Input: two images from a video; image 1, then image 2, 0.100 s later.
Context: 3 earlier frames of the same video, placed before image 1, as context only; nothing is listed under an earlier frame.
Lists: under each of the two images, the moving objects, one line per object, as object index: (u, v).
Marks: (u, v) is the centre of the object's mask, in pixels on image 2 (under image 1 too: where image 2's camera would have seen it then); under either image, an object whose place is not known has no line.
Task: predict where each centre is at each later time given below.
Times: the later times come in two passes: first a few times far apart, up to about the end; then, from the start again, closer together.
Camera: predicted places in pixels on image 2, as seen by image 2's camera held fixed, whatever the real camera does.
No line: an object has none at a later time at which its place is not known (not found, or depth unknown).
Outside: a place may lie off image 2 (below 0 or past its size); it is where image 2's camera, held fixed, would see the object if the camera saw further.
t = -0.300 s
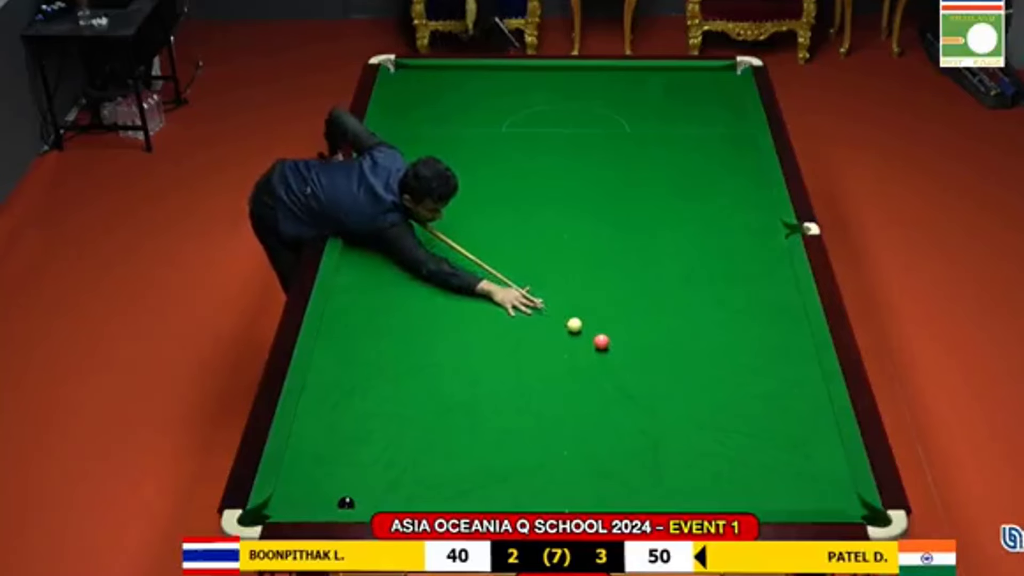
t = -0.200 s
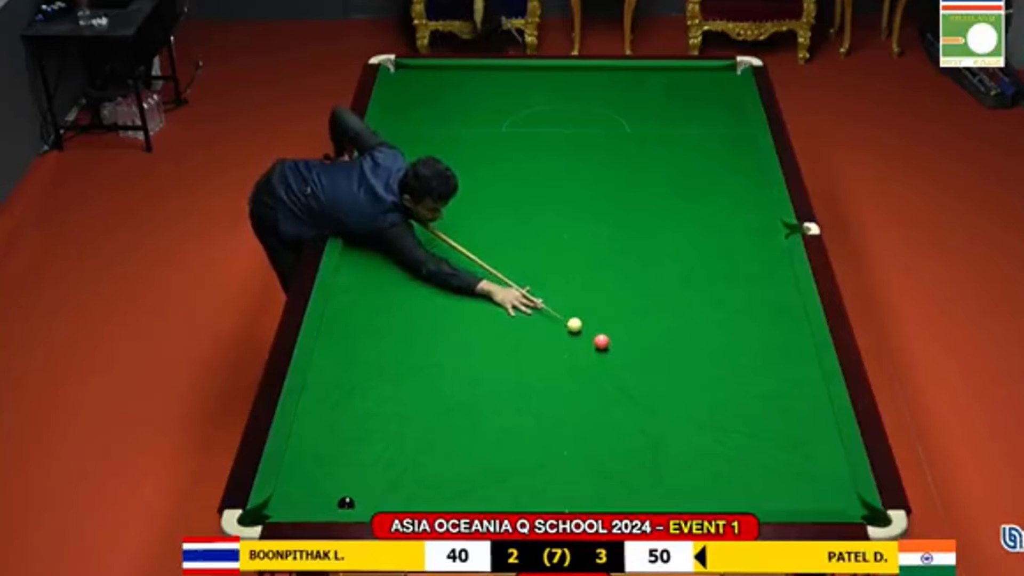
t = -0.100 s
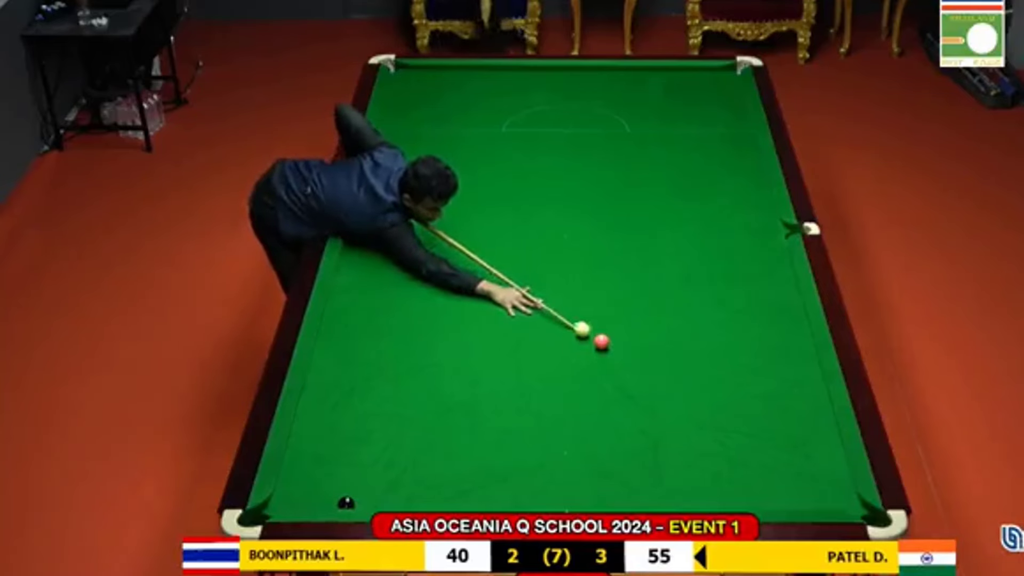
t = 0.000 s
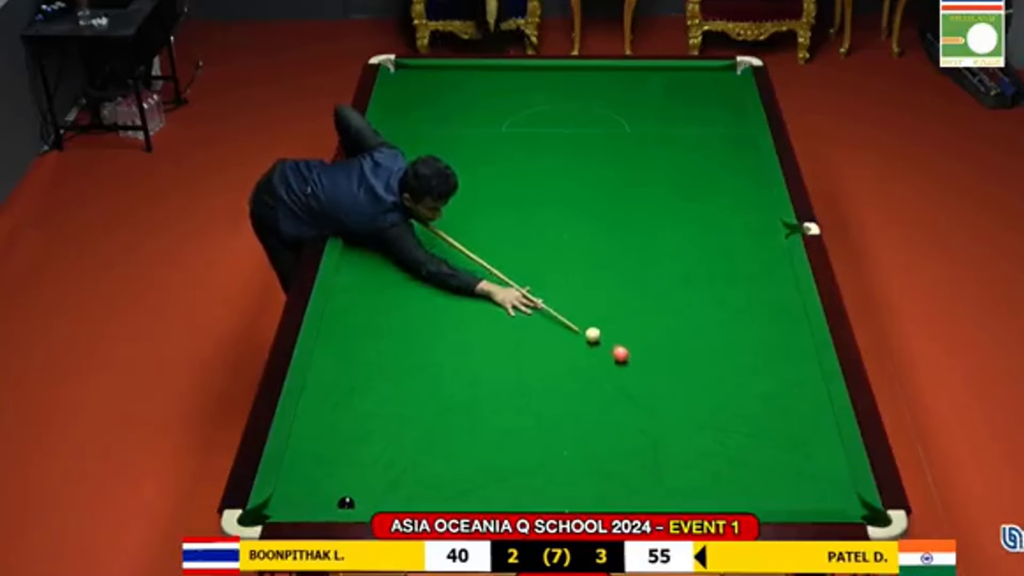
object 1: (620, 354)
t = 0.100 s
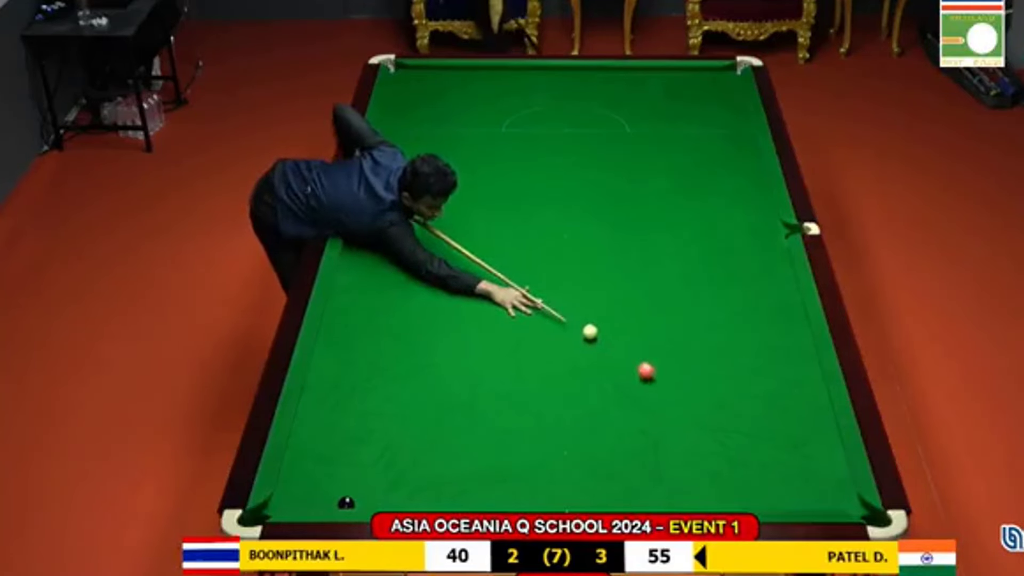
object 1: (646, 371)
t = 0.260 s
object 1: (684, 396)
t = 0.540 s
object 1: (752, 442)
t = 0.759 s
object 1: (810, 480)
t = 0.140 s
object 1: (656, 378)
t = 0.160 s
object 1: (660, 381)
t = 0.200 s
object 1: (670, 387)
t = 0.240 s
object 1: (679, 393)
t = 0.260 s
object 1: (684, 396)
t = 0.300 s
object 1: (693, 403)
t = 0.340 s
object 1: (703, 409)
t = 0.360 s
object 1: (708, 412)
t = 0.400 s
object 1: (717, 419)
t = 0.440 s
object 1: (727, 425)
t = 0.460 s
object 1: (732, 429)
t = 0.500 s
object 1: (742, 436)
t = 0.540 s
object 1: (752, 442)
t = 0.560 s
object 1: (758, 445)
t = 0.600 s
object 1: (768, 452)
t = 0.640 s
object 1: (778, 459)
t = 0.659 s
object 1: (783, 462)
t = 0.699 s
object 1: (794, 469)
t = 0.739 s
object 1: (805, 477)
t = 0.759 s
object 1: (810, 480)
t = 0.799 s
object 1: (821, 487)
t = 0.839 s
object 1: (832, 494)
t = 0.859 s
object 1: (837, 498)
